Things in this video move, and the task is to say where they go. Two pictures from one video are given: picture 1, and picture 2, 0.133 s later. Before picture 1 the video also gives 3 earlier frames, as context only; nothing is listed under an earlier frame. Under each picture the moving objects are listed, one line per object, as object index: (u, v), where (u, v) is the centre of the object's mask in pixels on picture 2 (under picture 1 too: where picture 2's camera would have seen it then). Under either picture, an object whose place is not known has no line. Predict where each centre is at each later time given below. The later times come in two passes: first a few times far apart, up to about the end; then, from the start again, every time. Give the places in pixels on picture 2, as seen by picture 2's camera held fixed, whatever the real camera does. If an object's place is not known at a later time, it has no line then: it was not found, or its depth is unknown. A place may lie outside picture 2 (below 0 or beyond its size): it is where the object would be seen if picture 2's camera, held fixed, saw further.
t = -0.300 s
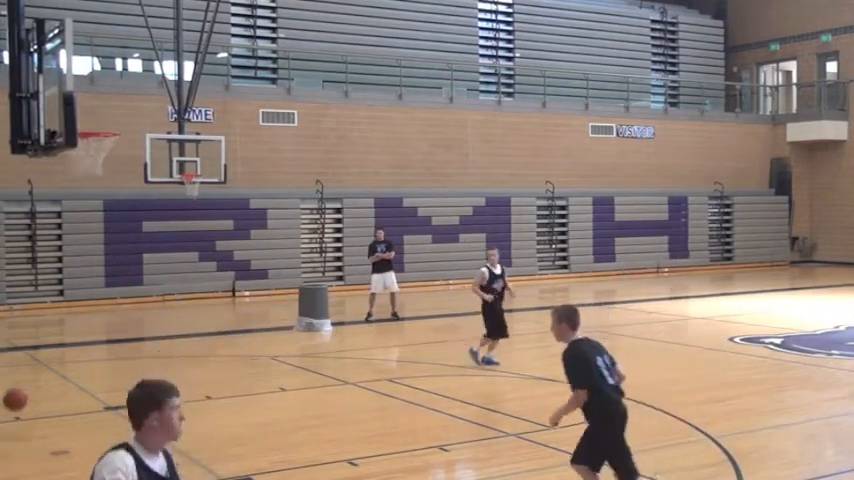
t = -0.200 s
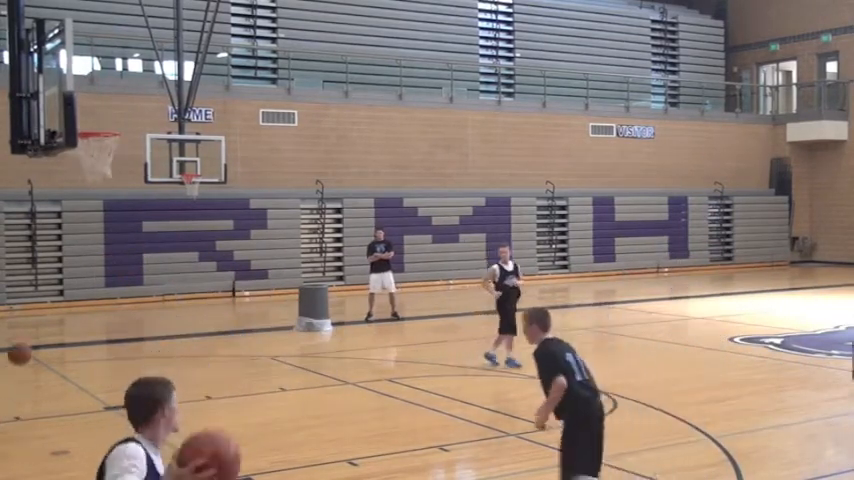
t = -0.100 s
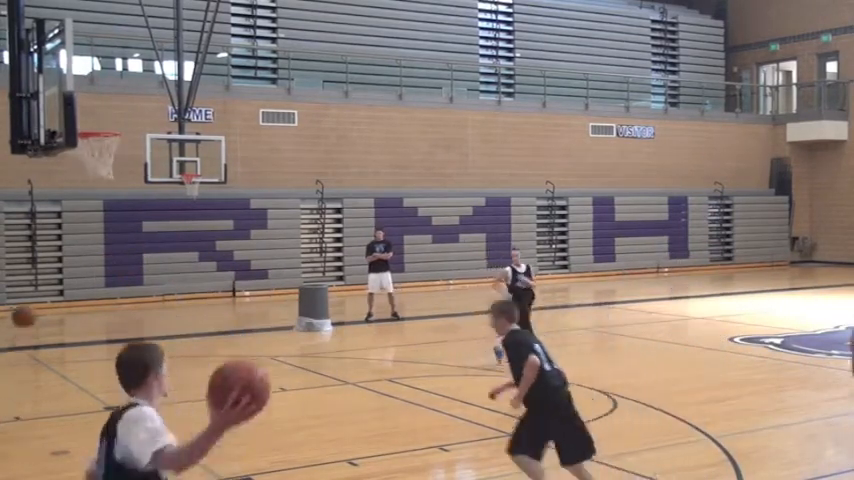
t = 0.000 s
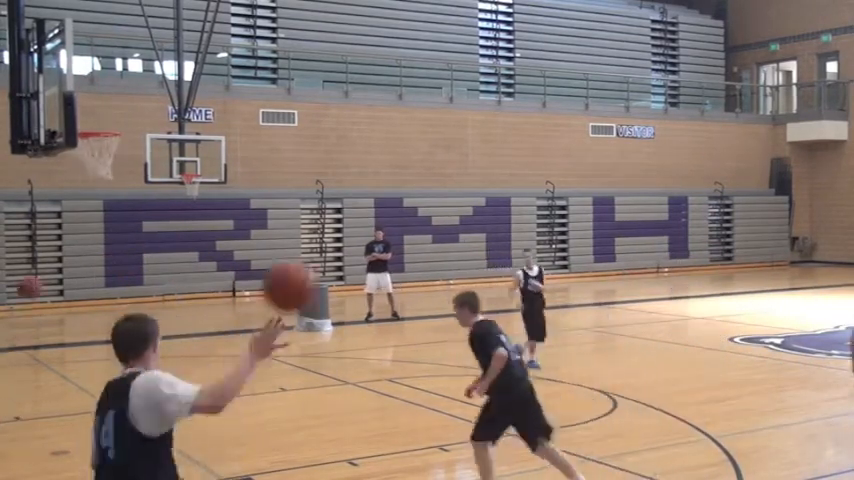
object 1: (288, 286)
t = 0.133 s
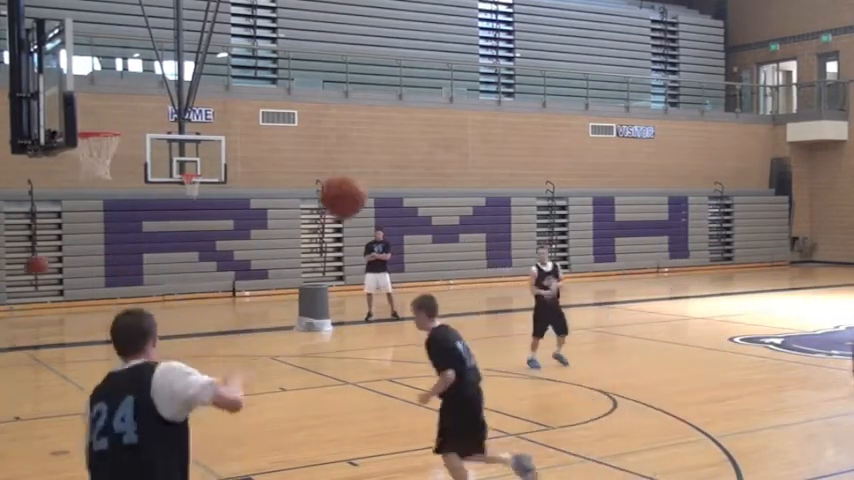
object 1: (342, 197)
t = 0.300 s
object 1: (389, 157)
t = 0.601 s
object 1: (442, 192)
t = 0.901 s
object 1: (474, 296)
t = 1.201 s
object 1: (495, 353)
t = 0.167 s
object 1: (353, 184)
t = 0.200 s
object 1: (363, 173)
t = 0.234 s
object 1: (372, 166)
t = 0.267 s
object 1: (381, 160)
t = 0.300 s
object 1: (389, 157)
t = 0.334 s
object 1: (396, 156)
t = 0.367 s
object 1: (404, 156)
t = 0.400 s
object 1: (410, 158)
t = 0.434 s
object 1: (416, 160)
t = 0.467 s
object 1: (422, 165)
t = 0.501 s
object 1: (428, 170)
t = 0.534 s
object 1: (433, 177)
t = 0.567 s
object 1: (437, 184)
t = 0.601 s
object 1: (442, 192)
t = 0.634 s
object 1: (447, 201)
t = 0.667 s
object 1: (451, 211)
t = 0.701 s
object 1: (455, 219)
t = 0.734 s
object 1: (460, 233)
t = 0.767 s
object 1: (462, 244)
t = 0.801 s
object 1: (465, 257)
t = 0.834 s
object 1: (469, 269)
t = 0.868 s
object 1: (471, 283)
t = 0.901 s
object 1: (474, 296)
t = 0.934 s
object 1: (477, 310)
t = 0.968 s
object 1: (480, 324)
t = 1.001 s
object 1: (483, 339)
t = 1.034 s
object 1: (485, 353)
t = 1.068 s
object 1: (487, 369)
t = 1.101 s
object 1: (489, 384)
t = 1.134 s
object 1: (492, 383)
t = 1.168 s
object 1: (493, 368)
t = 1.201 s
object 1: (495, 353)
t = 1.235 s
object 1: (496, 339)
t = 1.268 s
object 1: (498, 327)
